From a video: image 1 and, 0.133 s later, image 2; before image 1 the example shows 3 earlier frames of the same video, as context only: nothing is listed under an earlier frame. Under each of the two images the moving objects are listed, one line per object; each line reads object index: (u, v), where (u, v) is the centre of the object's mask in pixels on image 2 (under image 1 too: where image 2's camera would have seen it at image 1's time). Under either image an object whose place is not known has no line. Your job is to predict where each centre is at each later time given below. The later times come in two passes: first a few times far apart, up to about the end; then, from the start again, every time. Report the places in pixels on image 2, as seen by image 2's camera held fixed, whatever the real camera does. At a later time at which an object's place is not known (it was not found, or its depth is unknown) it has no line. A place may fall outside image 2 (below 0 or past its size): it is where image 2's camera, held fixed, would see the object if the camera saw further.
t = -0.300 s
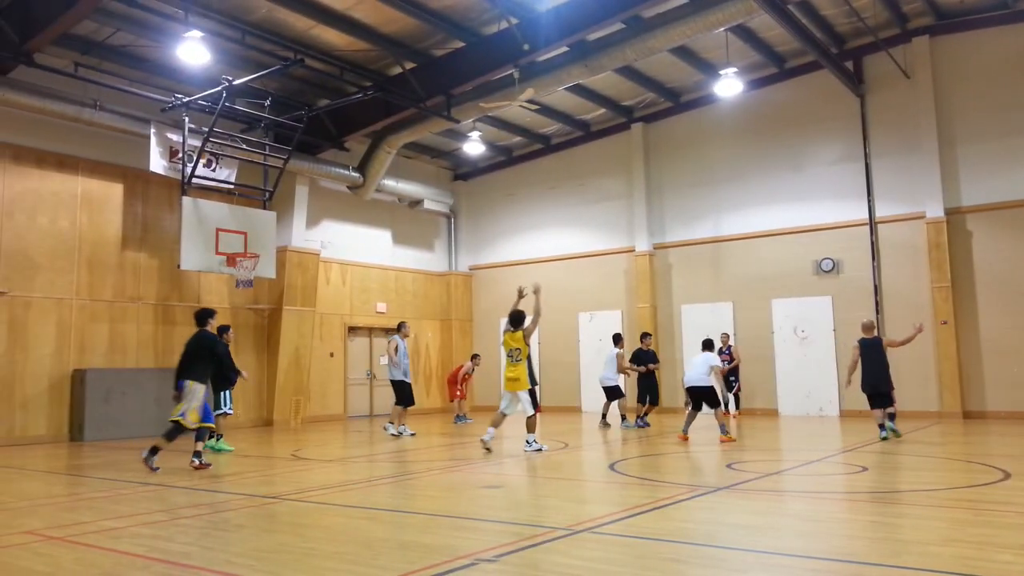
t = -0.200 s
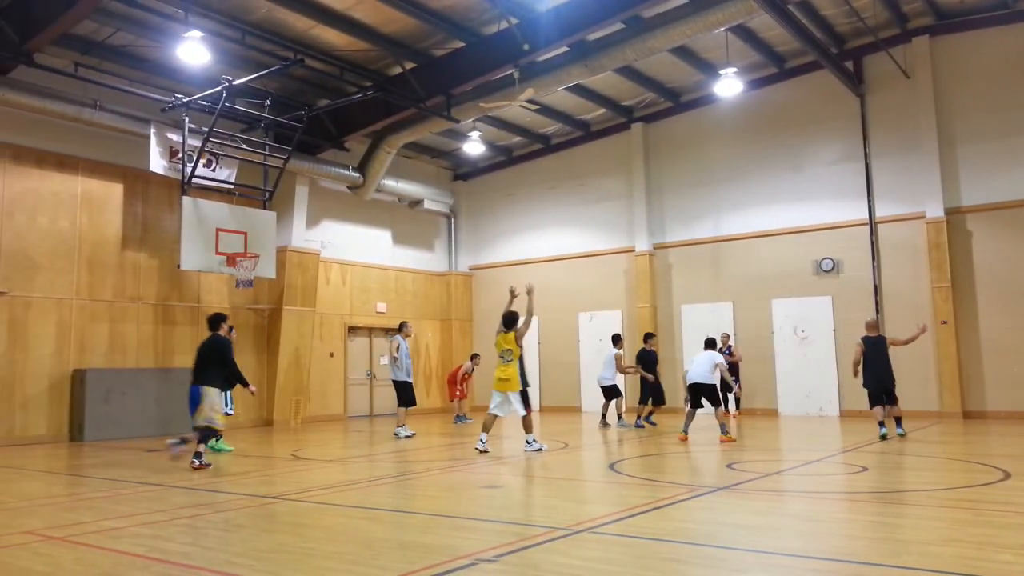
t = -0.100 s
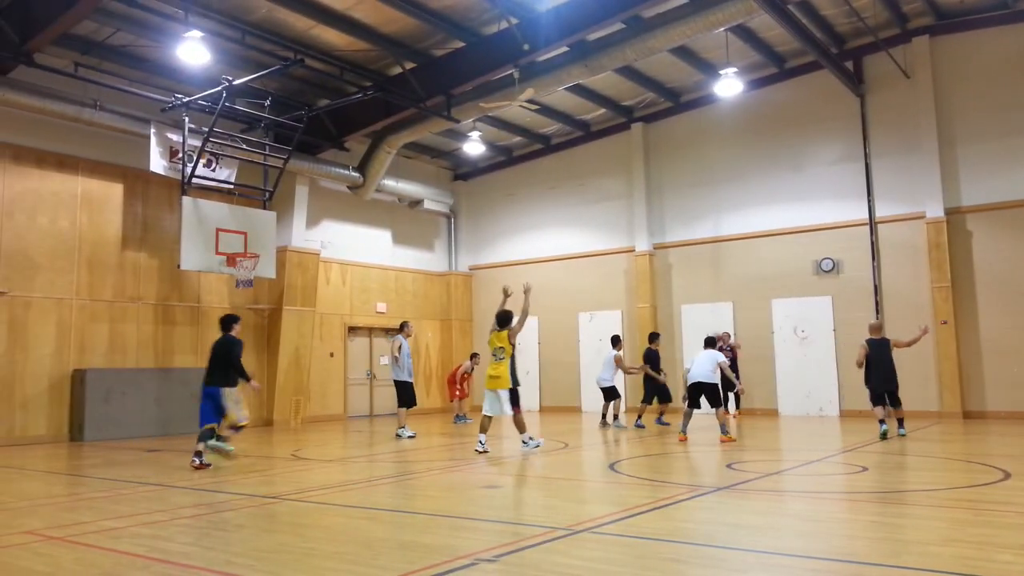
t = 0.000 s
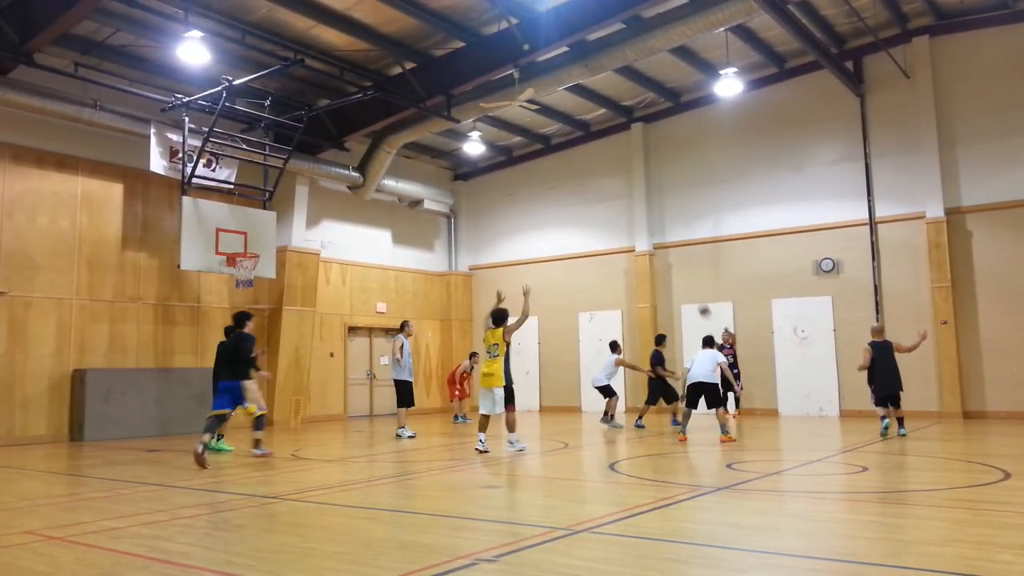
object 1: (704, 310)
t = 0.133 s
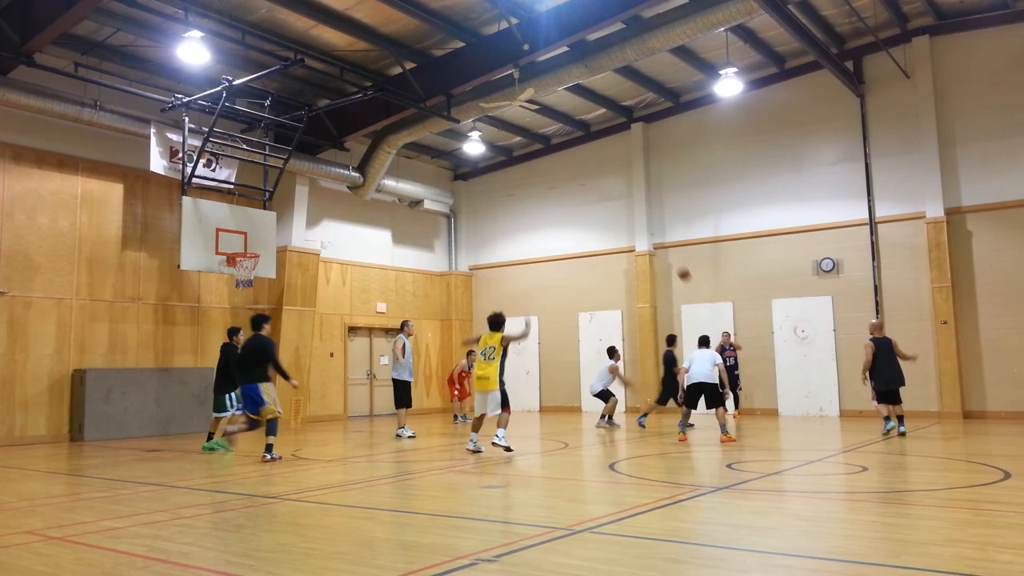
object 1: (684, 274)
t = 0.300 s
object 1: (657, 236)
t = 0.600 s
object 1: (600, 197)
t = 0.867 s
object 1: (539, 203)
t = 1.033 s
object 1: (493, 234)
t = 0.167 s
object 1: (679, 266)
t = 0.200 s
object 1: (673, 258)
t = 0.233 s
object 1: (669, 252)
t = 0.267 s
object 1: (661, 243)
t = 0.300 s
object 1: (657, 236)
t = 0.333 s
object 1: (651, 230)
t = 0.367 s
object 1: (645, 224)
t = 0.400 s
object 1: (639, 219)
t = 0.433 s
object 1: (633, 214)
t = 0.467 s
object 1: (627, 210)
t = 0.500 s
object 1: (621, 205)
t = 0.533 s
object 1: (614, 202)
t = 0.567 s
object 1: (607, 199)
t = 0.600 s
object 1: (600, 197)
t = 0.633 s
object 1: (593, 195)
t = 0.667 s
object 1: (586, 194)
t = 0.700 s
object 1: (579, 194)
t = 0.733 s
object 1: (572, 195)
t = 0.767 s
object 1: (564, 196)
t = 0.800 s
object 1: (556, 198)
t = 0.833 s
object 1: (548, 200)
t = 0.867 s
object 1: (539, 203)
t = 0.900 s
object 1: (530, 208)
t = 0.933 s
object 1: (521, 212)
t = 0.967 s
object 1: (512, 219)
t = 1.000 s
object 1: (503, 226)
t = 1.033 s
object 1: (493, 234)
